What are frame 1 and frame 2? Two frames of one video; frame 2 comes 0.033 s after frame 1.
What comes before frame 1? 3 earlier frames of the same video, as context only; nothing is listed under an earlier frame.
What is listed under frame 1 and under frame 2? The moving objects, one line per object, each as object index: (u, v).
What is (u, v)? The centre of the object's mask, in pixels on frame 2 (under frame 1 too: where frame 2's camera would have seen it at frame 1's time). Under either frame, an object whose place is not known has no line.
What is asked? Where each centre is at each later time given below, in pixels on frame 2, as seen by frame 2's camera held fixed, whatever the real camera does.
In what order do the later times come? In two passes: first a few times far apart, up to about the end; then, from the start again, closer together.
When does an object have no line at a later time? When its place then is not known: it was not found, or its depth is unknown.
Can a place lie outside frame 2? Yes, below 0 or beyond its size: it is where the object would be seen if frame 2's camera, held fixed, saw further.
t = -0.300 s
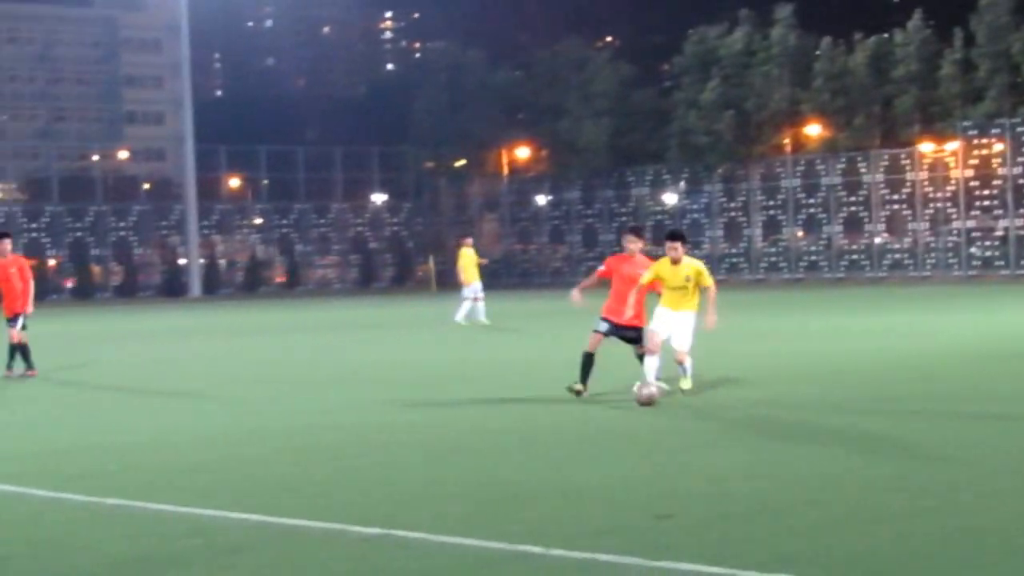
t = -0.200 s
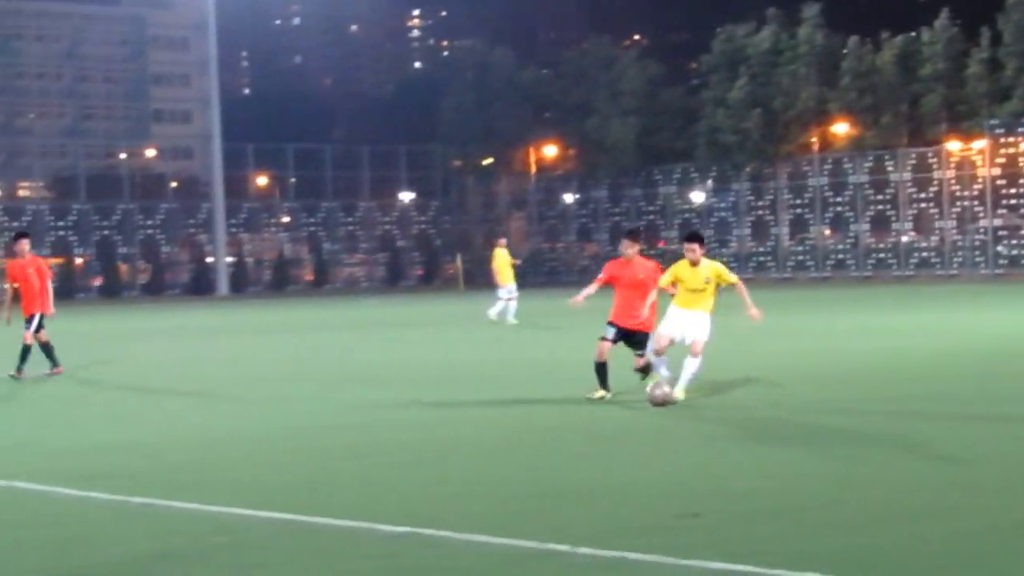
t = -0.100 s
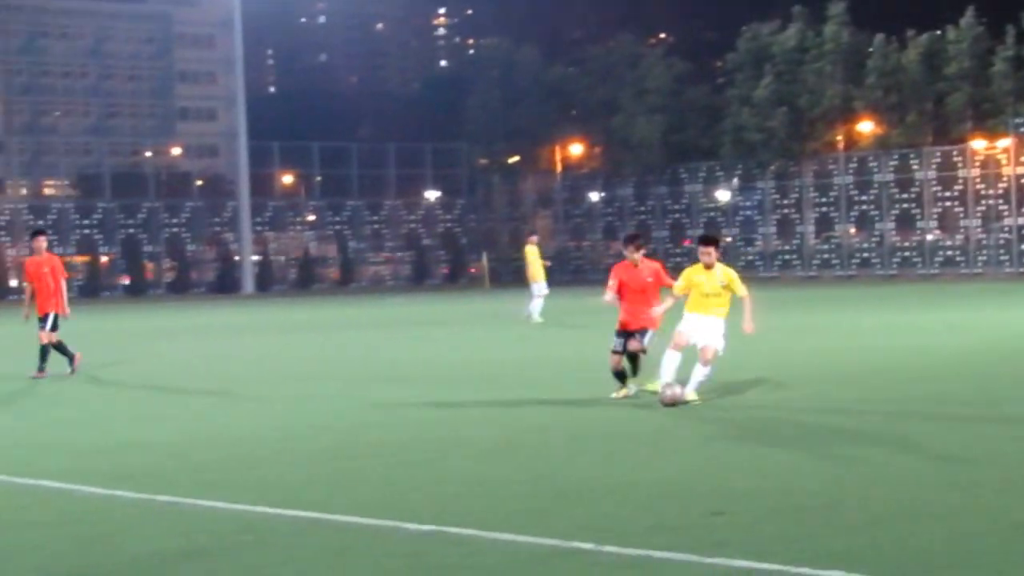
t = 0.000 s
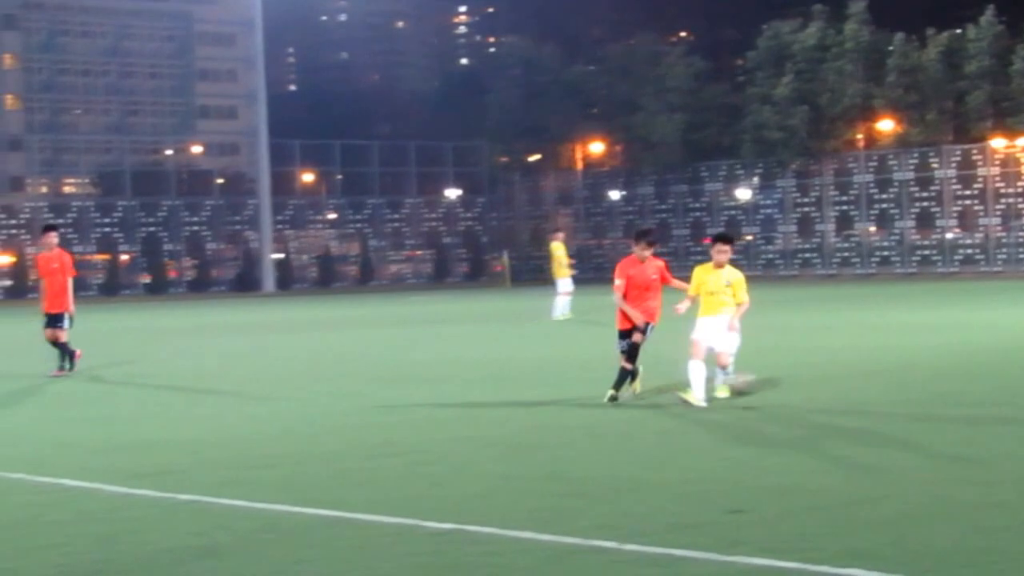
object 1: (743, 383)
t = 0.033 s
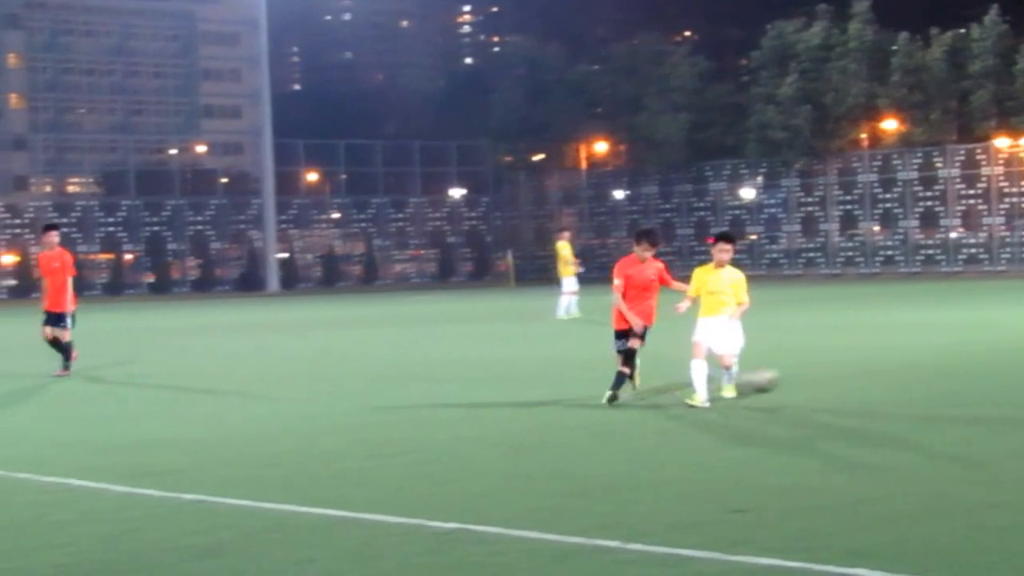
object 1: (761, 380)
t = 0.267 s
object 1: (912, 411)
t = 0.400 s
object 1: (993, 411)
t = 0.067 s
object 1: (782, 379)
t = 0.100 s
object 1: (804, 380)
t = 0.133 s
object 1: (826, 383)
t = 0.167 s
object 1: (849, 387)
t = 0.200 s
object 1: (872, 393)
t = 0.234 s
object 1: (893, 401)
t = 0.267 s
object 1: (912, 411)
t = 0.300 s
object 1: (939, 424)
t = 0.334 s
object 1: (958, 419)
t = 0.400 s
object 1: (993, 411)
